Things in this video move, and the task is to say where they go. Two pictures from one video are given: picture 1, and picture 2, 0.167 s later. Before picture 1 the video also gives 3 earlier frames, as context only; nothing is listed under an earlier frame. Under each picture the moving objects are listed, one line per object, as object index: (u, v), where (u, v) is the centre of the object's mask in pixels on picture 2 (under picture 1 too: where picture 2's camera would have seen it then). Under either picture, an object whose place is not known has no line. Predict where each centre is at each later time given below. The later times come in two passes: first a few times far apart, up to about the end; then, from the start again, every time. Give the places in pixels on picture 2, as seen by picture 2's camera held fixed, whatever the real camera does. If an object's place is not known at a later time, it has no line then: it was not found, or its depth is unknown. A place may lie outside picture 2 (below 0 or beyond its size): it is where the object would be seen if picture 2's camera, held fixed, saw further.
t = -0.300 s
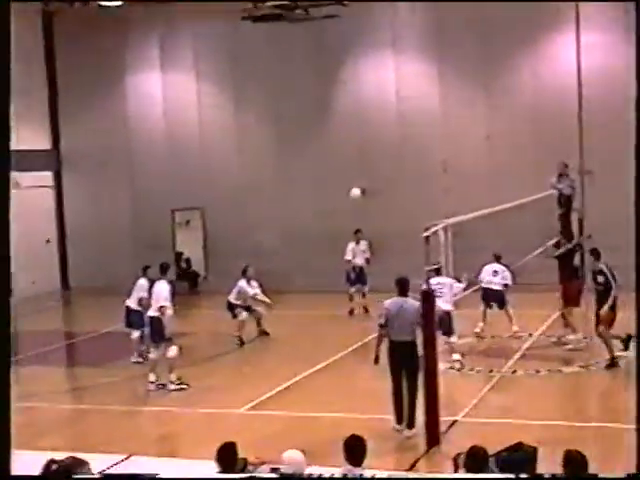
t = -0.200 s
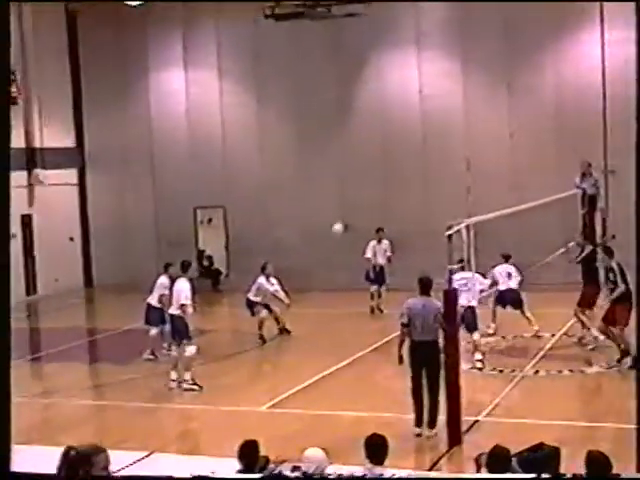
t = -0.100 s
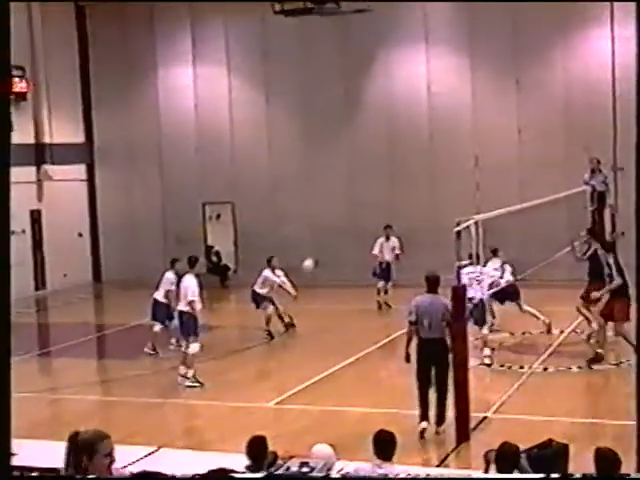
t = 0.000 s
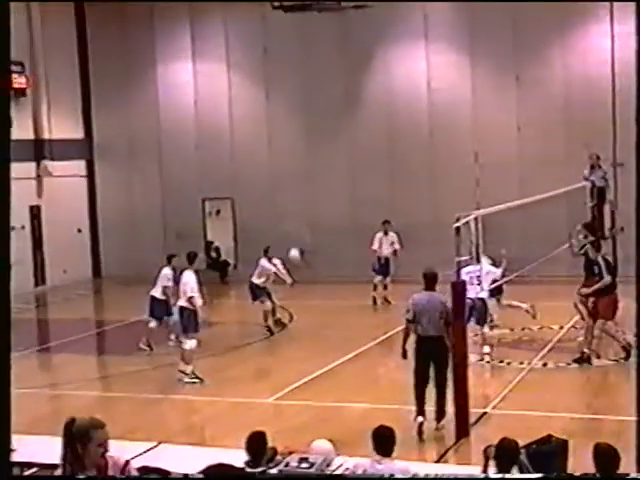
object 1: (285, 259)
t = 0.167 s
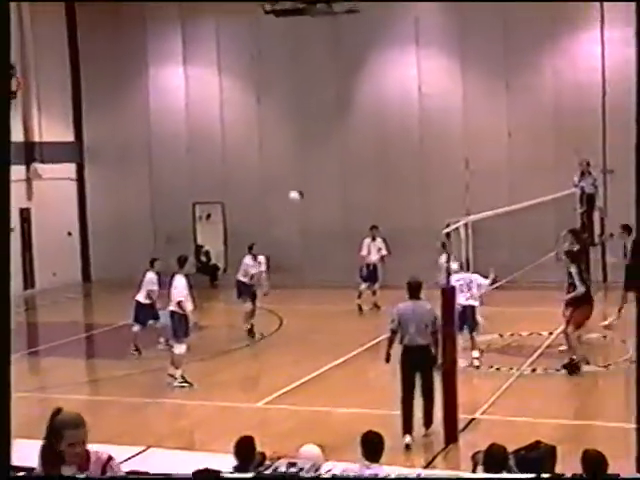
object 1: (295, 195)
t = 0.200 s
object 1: (296, 185)
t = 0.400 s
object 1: (309, 134)
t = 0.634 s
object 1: (324, 102)
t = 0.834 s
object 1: (338, 102)
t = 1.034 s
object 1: (356, 126)
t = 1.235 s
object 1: (372, 179)
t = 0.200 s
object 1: (296, 185)
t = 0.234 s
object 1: (299, 175)
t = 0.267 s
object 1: (300, 165)
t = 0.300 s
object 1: (303, 157)
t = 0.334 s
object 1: (305, 148)
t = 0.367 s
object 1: (306, 140)
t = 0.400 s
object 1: (309, 134)
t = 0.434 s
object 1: (310, 127)
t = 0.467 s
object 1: (313, 121)
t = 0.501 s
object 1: (316, 116)
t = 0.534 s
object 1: (318, 112)
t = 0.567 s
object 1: (320, 108)
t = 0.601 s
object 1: (322, 105)
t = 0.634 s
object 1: (324, 102)
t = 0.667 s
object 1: (327, 101)
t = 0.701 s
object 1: (329, 99)
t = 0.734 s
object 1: (332, 99)
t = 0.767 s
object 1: (334, 99)
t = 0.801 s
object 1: (336, 100)
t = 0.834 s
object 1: (338, 102)
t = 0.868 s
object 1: (341, 104)
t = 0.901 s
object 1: (343, 107)
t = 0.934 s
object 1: (346, 112)
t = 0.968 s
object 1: (348, 116)
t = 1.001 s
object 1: (351, 120)
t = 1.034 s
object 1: (356, 126)
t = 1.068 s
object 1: (357, 133)
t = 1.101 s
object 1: (359, 140)
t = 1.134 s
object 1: (362, 149)
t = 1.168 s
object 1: (365, 158)
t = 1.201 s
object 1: (368, 168)
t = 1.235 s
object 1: (372, 179)
